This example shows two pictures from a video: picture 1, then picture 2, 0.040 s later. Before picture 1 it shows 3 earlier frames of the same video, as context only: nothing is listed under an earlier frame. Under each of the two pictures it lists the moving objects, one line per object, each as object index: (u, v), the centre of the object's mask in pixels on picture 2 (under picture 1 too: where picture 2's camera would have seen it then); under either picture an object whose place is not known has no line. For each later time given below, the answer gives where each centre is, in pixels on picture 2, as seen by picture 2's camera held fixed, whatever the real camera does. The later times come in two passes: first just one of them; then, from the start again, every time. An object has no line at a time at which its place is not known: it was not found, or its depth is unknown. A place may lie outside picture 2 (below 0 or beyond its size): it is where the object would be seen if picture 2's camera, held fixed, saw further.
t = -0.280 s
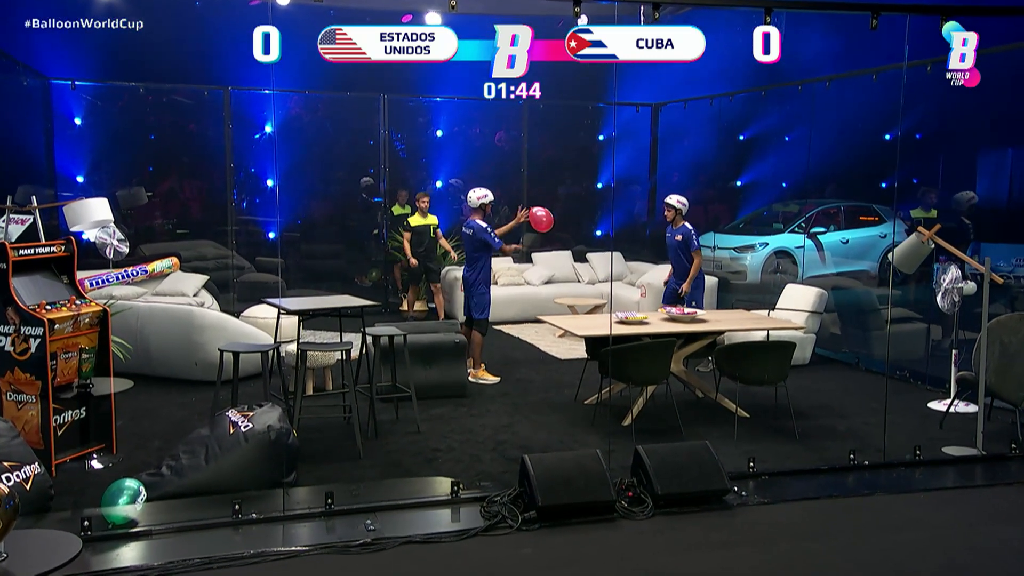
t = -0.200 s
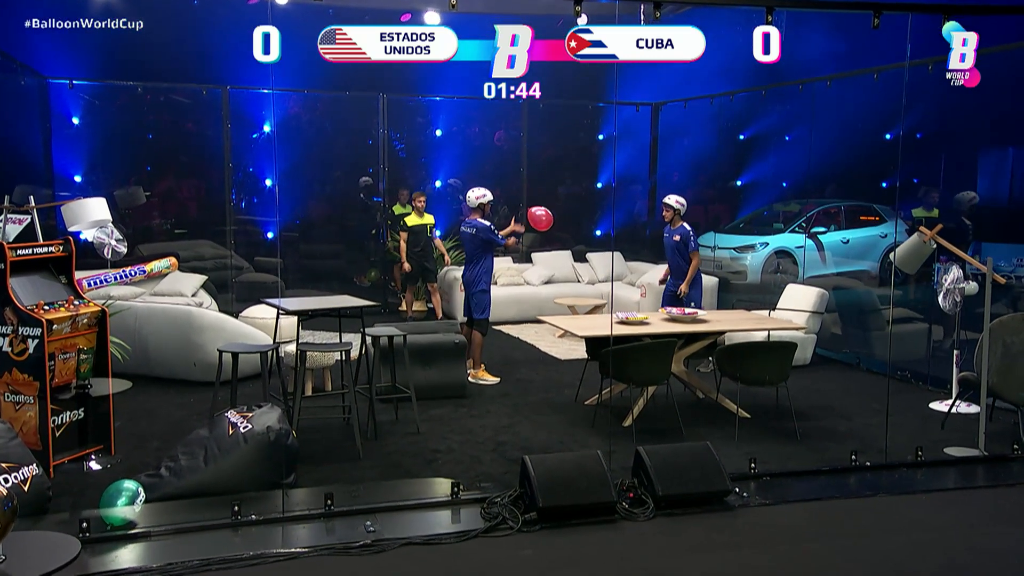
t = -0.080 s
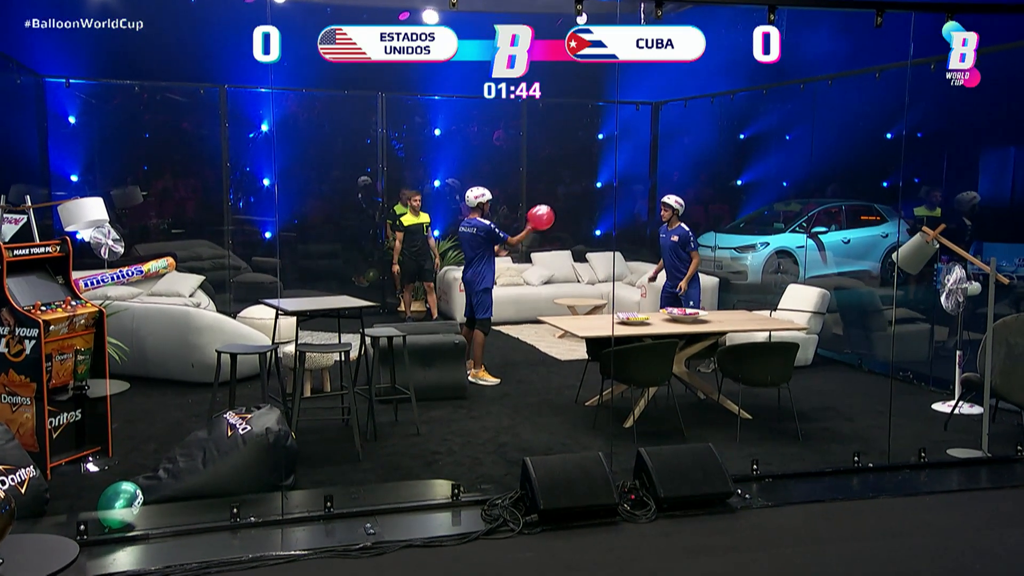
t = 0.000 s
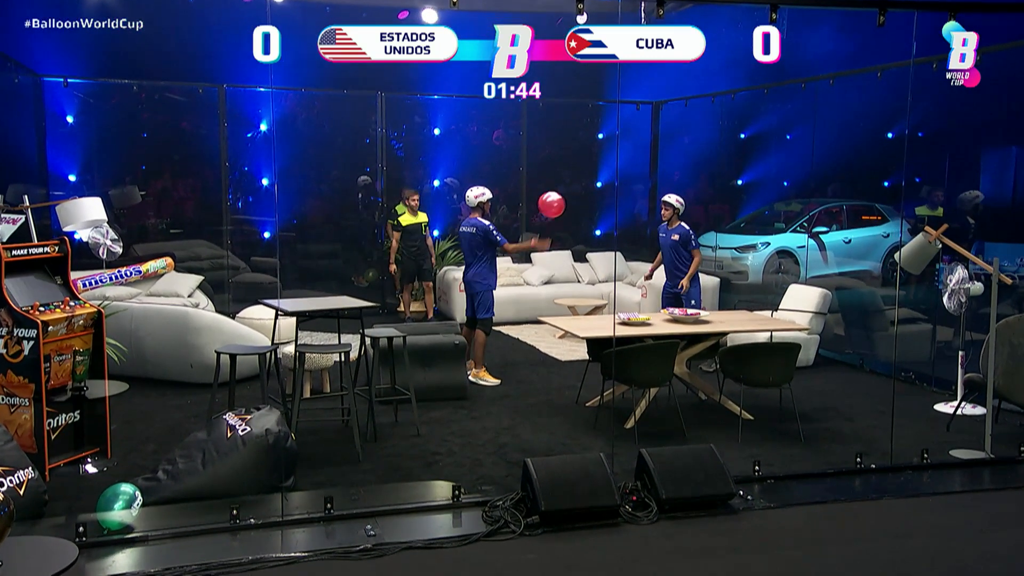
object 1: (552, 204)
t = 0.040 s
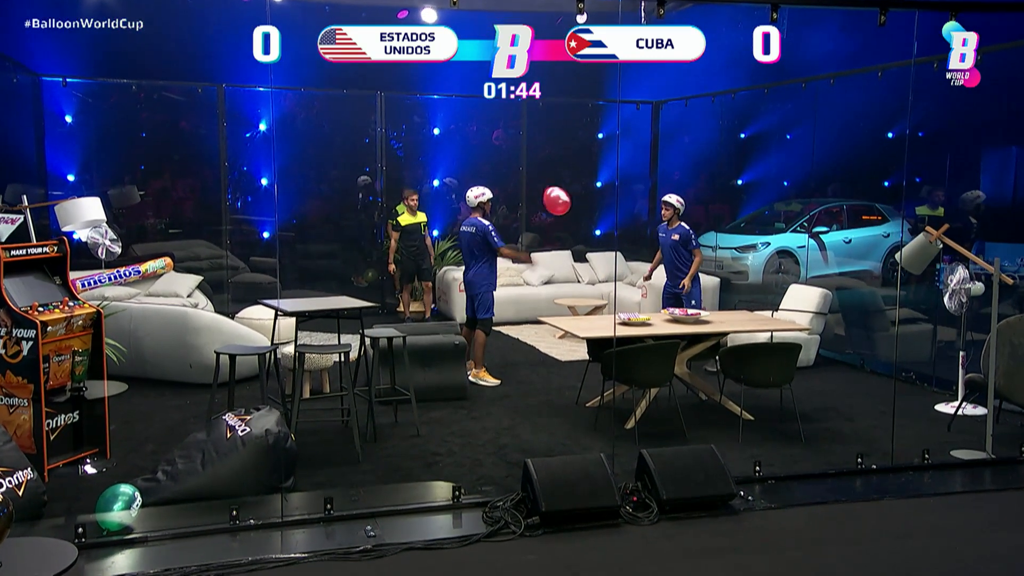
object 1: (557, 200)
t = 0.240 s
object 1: (581, 198)
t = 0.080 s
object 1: (562, 199)
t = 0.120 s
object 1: (567, 198)
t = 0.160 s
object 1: (572, 197)
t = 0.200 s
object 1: (577, 196)
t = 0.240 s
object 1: (581, 198)
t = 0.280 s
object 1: (586, 200)
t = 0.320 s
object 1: (591, 203)
